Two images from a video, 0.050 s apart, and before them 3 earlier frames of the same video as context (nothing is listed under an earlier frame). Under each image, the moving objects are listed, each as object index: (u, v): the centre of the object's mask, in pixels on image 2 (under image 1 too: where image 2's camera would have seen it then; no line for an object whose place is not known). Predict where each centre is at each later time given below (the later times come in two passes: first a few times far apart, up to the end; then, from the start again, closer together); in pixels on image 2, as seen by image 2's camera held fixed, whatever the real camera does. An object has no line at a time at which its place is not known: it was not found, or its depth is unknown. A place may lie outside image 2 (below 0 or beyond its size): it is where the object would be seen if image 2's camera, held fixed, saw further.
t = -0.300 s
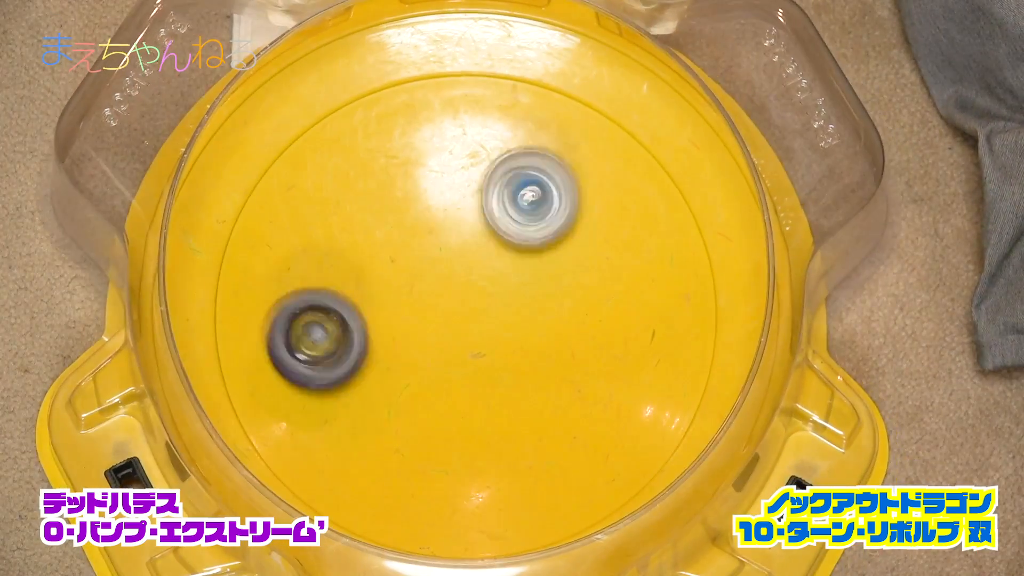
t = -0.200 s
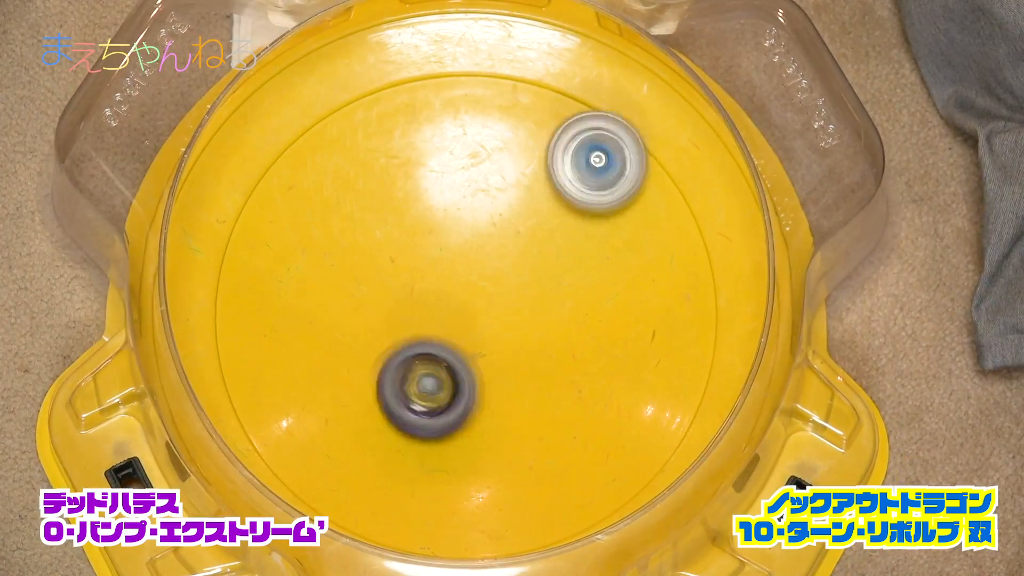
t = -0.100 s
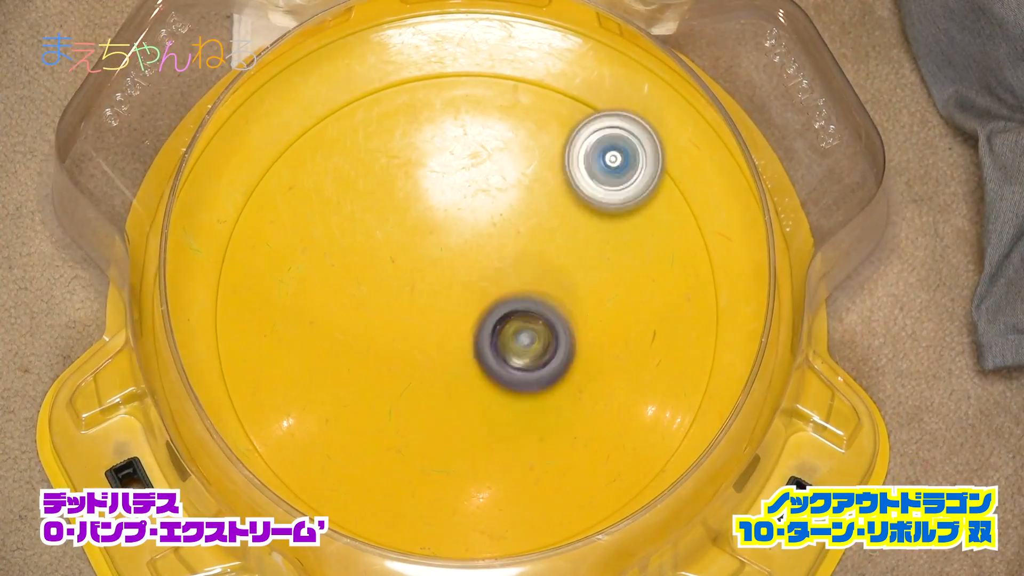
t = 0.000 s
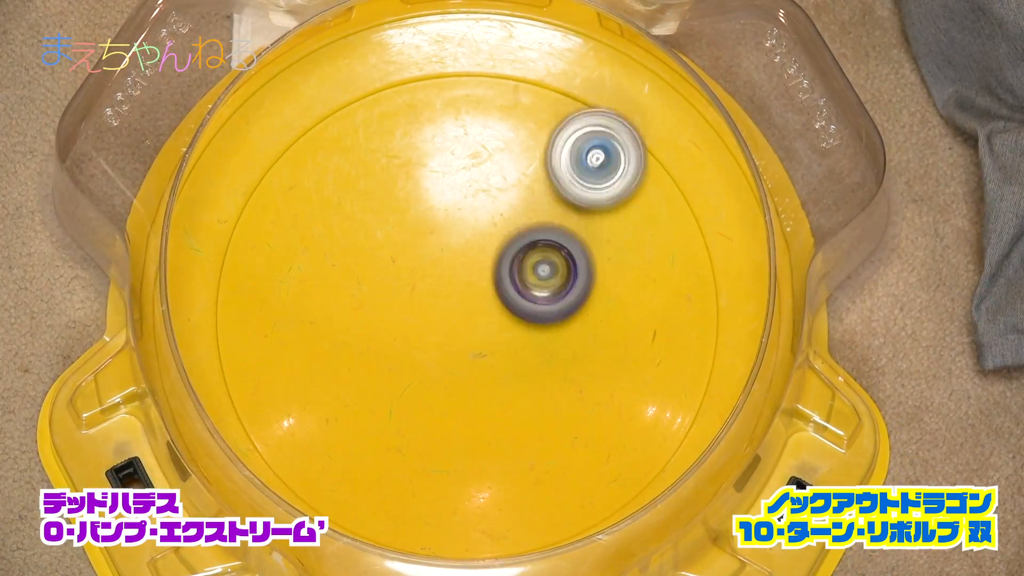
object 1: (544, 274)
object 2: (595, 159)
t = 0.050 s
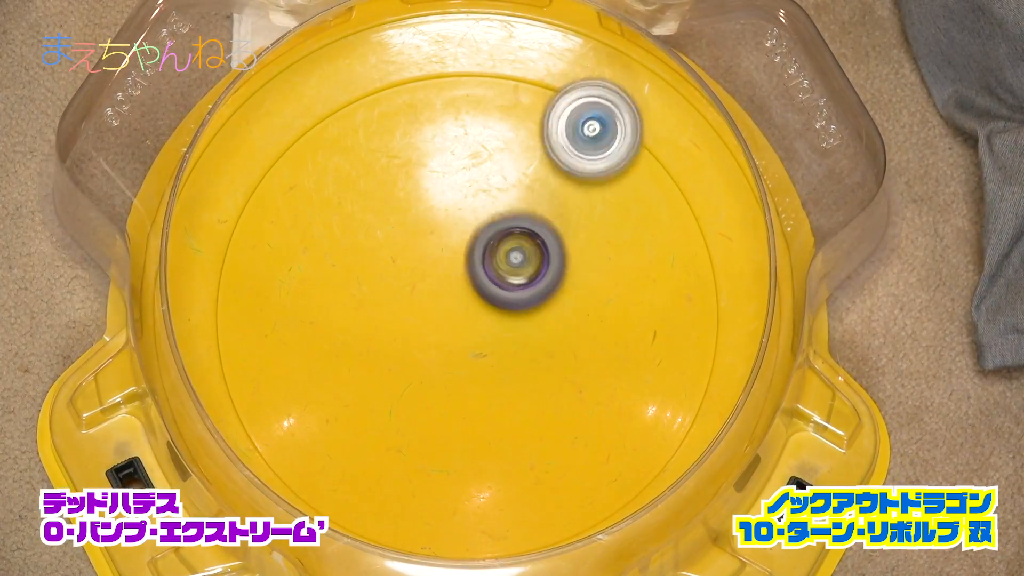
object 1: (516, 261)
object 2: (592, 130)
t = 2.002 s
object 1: (442, 462)
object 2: (601, 393)
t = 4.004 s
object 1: (572, 379)
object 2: (450, 270)
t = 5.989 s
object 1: (480, 414)
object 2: (449, 260)
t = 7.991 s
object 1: (574, 220)
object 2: (421, 394)
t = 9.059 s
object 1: (429, 335)
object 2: (553, 261)
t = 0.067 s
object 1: (506, 256)
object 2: (588, 123)
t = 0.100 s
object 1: (482, 249)
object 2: (578, 112)
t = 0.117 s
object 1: (469, 247)
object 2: (571, 108)
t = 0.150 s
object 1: (443, 251)
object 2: (556, 104)
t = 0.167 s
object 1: (432, 256)
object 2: (546, 104)
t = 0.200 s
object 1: (412, 270)
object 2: (527, 109)
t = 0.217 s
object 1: (404, 280)
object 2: (516, 113)
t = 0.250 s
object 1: (394, 305)
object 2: (493, 127)
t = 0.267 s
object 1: (392, 318)
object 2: (483, 136)
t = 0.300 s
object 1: (396, 342)
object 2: (463, 157)
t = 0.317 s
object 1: (401, 354)
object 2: (454, 168)
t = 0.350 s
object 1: (418, 375)
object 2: (438, 196)
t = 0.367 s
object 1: (430, 383)
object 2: (431, 209)
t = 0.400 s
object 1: (457, 395)
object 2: (418, 238)
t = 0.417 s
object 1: (471, 398)
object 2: (413, 252)
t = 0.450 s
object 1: (501, 398)
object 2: (403, 283)
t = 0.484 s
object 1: (529, 390)
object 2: (398, 313)
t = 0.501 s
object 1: (542, 382)
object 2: (397, 327)
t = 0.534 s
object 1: (562, 362)
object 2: (398, 356)
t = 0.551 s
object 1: (570, 349)
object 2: (401, 369)
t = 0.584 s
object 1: (578, 321)
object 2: (410, 395)
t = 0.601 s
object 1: (579, 306)
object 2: (417, 407)
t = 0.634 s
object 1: (574, 277)
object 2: (436, 428)
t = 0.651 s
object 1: (568, 263)
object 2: (446, 438)
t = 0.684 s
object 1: (551, 240)
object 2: (471, 453)
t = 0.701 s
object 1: (540, 230)
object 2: (484, 460)
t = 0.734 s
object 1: (512, 215)
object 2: (512, 467)
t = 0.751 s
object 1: (496, 210)
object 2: (526, 470)
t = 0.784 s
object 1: (463, 206)
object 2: (556, 466)
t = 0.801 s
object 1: (447, 206)
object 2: (570, 465)
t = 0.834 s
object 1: (414, 214)
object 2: (598, 451)
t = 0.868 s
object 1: (387, 230)
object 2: (622, 437)
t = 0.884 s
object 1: (375, 242)
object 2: (633, 426)
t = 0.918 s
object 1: (357, 269)
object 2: (651, 405)
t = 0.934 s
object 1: (351, 285)
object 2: (657, 393)
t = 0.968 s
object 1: (346, 318)
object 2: (666, 366)
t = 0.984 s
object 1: (347, 334)
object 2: (669, 354)
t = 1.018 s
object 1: (356, 365)
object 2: (667, 325)
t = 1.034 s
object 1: (364, 380)
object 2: (665, 311)
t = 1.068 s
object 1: (387, 406)
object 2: (656, 283)
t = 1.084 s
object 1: (401, 416)
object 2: (650, 270)
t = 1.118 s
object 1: (435, 431)
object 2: (634, 244)
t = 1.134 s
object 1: (453, 436)
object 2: (624, 234)
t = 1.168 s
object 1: (491, 438)
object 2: (602, 216)
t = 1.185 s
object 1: (509, 435)
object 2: (590, 209)
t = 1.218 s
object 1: (543, 423)
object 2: (564, 199)
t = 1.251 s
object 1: (573, 402)
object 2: (538, 194)
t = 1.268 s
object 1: (586, 388)
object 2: (525, 193)
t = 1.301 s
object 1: (606, 357)
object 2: (497, 196)
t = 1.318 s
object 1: (611, 340)
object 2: (483, 200)
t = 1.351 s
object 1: (616, 305)
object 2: (456, 211)
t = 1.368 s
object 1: (614, 287)
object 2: (444, 217)
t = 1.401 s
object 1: (606, 254)
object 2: (419, 234)
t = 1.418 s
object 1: (600, 238)
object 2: (408, 244)
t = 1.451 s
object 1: (579, 210)
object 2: (390, 264)
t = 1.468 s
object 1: (566, 199)
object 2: (383, 276)
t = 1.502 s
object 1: (535, 182)
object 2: (373, 297)
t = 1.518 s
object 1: (519, 176)
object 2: (369, 309)
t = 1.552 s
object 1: (484, 169)
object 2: (367, 332)
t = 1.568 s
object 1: (464, 168)
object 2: (368, 345)
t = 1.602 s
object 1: (426, 172)
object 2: (373, 368)
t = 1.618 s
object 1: (409, 178)
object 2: (377, 380)
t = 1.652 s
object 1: (376, 196)
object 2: (386, 401)
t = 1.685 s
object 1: (351, 221)
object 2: (398, 420)
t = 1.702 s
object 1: (341, 235)
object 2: (406, 427)
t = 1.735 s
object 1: (325, 267)
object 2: (423, 440)
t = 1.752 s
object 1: (320, 284)
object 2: (433, 447)
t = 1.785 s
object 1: (316, 320)
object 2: (451, 457)
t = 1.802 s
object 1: (318, 338)
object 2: (461, 458)
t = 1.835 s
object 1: (329, 372)
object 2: (482, 461)
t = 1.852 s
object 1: (337, 386)
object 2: (493, 460)
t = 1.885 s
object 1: (362, 412)
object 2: (513, 454)
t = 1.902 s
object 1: (377, 423)
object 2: (522, 449)
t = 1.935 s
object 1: (411, 443)
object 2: (537, 436)
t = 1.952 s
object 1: (430, 448)
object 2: (544, 428)
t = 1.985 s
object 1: (444, 457)
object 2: (576, 407)
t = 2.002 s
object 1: (442, 462)
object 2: (601, 393)
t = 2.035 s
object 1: (446, 468)
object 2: (644, 363)
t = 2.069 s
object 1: (457, 470)
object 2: (677, 333)
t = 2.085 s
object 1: (466, 470)
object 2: (690, 317)
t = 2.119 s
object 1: (485, 463)
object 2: (710, 288)
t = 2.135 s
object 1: (494, 456)
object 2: (711, 271)
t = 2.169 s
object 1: (509, 437)
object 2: (713, 243)
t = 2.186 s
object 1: (513, 425)
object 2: (710, 231)
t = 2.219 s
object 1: (514, 400)
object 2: (695, 209)
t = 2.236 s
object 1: (512, 387)
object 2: (684, 200)
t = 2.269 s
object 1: (502, 362)
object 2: (654, 185)
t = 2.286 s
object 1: (495, 351)
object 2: (637, 179)
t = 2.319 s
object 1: (475, 329)
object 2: (601, 172)
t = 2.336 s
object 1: (463, 320)
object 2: (583, 170)
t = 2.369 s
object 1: (440, 305)
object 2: (545, 171)
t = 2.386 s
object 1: (425, 299)
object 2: (526, 173)
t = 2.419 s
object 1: (397, 292)
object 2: (490, 180)
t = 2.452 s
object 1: (368, 289)
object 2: (457, 191)
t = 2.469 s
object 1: (355, 291)
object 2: (441, 198)
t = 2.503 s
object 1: (334, 297)
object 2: (412, 213)
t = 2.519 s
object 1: (322, 302)
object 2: (400, 220)
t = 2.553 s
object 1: (306, 315)
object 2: (379, 237)
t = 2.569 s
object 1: (299, 324)
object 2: (371, 246)
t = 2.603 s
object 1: (289, 346)
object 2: (363, 262)
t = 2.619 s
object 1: (287, 359)
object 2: (361, 270)
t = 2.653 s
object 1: (290, 384)
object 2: (361, 285)
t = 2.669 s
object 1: (296, 395)
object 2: (363, 291)
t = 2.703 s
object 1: (313, 413)
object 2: (370, 304)
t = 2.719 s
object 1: (325, 421)
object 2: (375, 311)
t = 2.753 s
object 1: (353, 429)
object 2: (386, 322)
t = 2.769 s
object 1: (369, 430)
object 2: (392, 328)
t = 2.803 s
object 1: (393, 442)
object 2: (409, 326)
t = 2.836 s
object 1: (420, 458)
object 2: (430, 313)
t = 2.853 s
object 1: (434, 462)
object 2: (441, 306)
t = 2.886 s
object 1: (465, 460)
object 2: (461, 294)
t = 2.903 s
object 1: (478, 457)
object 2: (470, 289)
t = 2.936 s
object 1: (506, 442)
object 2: (488, 281)
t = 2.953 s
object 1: (518, 433)
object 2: (497, 278)
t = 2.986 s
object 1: (537, 409)
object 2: (512, 274)
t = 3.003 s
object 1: (545, 397)
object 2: (519, 274)
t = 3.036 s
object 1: (555, 372)
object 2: (529, 272)
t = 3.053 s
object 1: (561, 378)
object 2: (529, 255)
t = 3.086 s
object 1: (570, 382)
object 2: (528, 221)
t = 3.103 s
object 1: (576, 381)
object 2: (527, 205)
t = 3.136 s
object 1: (586, 374)
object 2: (523, 179)
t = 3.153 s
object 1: (589, 368)
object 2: (519, 169)
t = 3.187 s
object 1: (594, 354)
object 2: (510, 151)
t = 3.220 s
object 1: (592, 338)
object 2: (498, 139)
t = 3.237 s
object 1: (587, 330)
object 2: (491, 136)
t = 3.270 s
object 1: (576, 315)
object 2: (478, 133)
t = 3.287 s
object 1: (566, 310)
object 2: (472, 135)
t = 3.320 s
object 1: (547, 301)
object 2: (460, 140)
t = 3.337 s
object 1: (538, 298)
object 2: (454, 144)
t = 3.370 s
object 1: (515, 297)
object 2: (444, 155)
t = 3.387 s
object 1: (503, 297)
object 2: (438, 162)
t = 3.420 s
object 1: (481, 302)
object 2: (428, 178)
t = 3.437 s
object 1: (470, 306)
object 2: (425, 187)
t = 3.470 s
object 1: (450, 316)
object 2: (418, 207)
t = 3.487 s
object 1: (442, 324)
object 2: (415, 217)
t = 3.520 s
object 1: (427, 342)
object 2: (411, 232)
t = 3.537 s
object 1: (423, 353)
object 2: (410, 238)
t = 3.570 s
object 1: (416, 376)
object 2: (408, 250)
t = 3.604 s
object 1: (415, 396)
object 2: (408, 261)
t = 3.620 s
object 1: (415, 405)
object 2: (410, 267)
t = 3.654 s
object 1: (422, 423)
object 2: (413, 278)
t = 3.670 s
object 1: (426, 431)
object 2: (414, 284)
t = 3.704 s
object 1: (437, 445)
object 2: (419, 294)
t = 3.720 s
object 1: (445, 451)
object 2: (421, 298)
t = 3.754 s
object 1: (463, 457)
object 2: (426, 307)
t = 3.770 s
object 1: (471, 459)
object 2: (428, 311)
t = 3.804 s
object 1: (491, 456)
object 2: (433, 316)
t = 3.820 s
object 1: (502, 453)
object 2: (435, 318)
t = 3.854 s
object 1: (519, 441)
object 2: (441, 321)
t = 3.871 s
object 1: (527, 433)
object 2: (444, 321)
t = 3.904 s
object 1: (538, 414)
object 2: (452, 319)
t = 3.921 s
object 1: (542, 402)
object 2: (456, 318)
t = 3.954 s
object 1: (546, 381)
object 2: (464, 313)
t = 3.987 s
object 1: (565, 381)
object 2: (454, 284)
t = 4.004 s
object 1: (572, 379)
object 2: (450, 270)
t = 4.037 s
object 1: (583, 369)
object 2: (444, 245)
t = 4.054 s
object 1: (587, 362)
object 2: (441, 234)
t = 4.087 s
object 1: (593, 346)
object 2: (437, 216)
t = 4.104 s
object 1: (594, 336)
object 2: (436, 208)
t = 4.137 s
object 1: (589, 318)
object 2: (435, 195)
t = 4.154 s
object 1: (587, 309)
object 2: (435, 191)
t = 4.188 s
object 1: (573, 291)
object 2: (436, 187)
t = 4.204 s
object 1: (565, 286)
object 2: (438, 188)
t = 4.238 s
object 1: (546, 276)
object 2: (441, 194)
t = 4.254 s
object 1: (533, 273)
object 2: (443, 199)
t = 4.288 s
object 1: (522, 282)
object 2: (437, 200)
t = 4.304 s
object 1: (518, 289)
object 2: (432, 200)
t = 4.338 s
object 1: (509, 307)
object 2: (422, 204)
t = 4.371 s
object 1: (503, 325)
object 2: (416, 213)
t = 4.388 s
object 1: (501, 332)
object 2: (416, 219)
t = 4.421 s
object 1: (499, 350)
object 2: (416, 235)
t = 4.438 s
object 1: (500, 357)
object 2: (417, 244)
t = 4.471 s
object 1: (501, 372)
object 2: (423, 263)
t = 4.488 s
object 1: (505, 379)
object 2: (426, 272)
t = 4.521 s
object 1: (509, 392)
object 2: (434, 289)
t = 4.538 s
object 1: (514, 398)
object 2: (438, 296)
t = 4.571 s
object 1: (522, 406)
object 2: (446, 310)
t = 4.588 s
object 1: (528, 409)
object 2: (450, 315)
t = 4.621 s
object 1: (538, 409)
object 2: (461, 324)
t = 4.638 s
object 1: (544, 409)
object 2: (467, 328)
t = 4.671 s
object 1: (562, 415)
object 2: (474, 324)
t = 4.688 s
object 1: (587, 441)
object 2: (458, 294)
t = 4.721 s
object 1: (628, 483)
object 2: (429, 236)
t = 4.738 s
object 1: (633, 485)
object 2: (414, 208)
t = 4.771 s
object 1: (643, 492)
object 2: (390, 156)
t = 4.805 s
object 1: (657, 495)
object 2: (370, 114)
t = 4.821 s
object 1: (664, 495)
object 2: (361, 95)
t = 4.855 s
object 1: (672, 496)
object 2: (348, 71)
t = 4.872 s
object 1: (671, 492)
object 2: (341, 64)
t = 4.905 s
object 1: (669, 486)
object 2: (334, 67)
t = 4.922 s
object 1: (667, 484)
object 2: (332, 73)
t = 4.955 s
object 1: (664, 482)
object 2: (327, 88)
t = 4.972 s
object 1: (662, 482)
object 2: (325, 97)
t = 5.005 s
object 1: (651, 482)
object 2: (322, 120)
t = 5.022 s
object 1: (646, 480)
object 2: (322, 133)
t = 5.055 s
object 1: (634, 476)
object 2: (322, 161)
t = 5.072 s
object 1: (627, 469)
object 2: (324, 176)
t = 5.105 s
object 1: (616, 463)
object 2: (332, 208)
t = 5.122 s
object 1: (609, 457)
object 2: (337, 223)
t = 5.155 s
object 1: (591, 442)
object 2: (349, 253)
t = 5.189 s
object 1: (573, 427)
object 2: (362, 282)
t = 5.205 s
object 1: (564, 420)
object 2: (370, 297)
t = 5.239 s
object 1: (544, 408)
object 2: (385, 322)
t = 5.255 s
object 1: (532, 403)
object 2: (393, 333)
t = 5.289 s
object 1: (509, 394)
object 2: (409, 355)
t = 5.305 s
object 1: (523, 406)
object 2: (395, 348)
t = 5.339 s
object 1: (573, 444)
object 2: (361, 317)
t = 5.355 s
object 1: (592, 458)
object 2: (344, 303)
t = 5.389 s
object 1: (625, 463)
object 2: (317, 274)
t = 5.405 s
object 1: (639, 465)
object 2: (306, 262)
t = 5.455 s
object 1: (650, 447)
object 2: (286, 229)
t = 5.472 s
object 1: (654, 439)
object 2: (283, 220)
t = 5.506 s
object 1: (663, 421)
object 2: (284, 207)
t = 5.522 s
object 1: (665, 413)
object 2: (286, 203)
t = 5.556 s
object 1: (668, 398)
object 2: (296, 198)
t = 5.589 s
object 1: (666, 388)
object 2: (311, 200)
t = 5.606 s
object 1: (663, 384)
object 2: (320, 202)
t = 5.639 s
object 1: (651, 379)
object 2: (338, 210)
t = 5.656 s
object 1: (644, 376)
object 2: (349, 215)
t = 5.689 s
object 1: (626, 372)
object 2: (369, 227)
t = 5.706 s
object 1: (616, 372)
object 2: (378, 234)
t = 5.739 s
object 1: (598, 371)
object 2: (399, 248)
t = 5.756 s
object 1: (589, 370)
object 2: (409, 255)
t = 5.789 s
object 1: (569, 368)
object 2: (427, 269)
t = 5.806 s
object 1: (560, 367)
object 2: (435, 277)
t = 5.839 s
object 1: (538, 367)
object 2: (451, 291)
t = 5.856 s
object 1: (528, 368)
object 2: (456, 295)
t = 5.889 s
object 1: (518, 385)
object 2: (453, 288)
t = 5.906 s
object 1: (512, 392)
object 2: (452, 283)
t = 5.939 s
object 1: (500, 401)
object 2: (450, 274)
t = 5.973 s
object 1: (487, 410)
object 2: (449, 264)
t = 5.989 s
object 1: (480, 414)
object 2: (449, 260)
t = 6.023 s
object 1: (466, 422)
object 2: (452, 251)
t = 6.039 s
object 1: (461, 426)
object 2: (454, 247)
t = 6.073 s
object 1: (451, 431)
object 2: (459, 240)
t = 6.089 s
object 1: (444, 433)
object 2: (460, 237)
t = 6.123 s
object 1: (433, 436)
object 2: (463, 232)
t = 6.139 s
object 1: (427, 438)
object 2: (464, 230)
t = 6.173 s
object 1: (417, 440)
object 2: (466, 230)
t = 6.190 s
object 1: (413, 441)
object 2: (466, 230)
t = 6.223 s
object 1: (406, 438)
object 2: (467, 233)
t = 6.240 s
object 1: (402, 436)
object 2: (467, 235)
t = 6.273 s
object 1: (394, 433)
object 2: (467, 240)
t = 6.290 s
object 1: (392, 430)
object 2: (467, 243)
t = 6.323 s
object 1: (389, 423)
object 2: (466, 250)
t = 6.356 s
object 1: (384, 413)
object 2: (465, 256)
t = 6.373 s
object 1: (381, 408)
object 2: (465, 260)
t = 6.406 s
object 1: (379, 398)
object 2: (464, 265)
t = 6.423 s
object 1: (379, 392)
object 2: (463, 269)
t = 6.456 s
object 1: (376, 378)
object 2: (462, 273)
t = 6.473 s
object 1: (374, 371)
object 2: (462, 276)
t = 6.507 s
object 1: (373, 358)
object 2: (462, 279)
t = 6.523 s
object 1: (372, 350)
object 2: (461, 280)
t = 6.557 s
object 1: (371, 335)
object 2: (463, 281)
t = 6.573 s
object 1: (370, 328)
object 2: (463, 281)
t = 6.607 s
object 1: (347, 320)
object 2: (486, 274)
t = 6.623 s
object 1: (339, 317)
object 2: (496, 271)
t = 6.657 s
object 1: (324, 310)
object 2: (517, 266)
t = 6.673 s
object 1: (317, 308)
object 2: (525, 265)
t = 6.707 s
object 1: (309, 305)
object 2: (538, 264)
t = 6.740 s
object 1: (300, 300)
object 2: (546, 264)
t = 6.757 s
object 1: (295, 299)
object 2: (548, 265)
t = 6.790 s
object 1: (291, 297)
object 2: (552, 268)
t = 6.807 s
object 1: (289, 294)
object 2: (552, 270)
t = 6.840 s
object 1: (287, 293)
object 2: (552, 274)
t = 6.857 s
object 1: (290, 293)
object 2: (551, 276)
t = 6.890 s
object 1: (296, 290)
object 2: (549, 281)
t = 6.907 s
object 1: (300, 291)
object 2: (547, 284)
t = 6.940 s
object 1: (310, 291)
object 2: (542, 288)
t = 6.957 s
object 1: (318, 291)
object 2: (540, 291)
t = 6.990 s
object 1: (331, 288)
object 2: (534, 295)
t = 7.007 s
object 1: (338, 289)
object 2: (531, 297)
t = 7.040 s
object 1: (355, 285)
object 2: (525, 301)
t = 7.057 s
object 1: (362, 283)
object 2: (521, 302)
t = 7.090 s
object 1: (379, 282)
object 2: (516, 305)
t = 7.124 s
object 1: (396, 278)
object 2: (510, 308)
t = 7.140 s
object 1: (403, 277)
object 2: (507, 309)
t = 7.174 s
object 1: (406, 264)
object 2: (526, 327)
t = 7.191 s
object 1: (409, 255)
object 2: (536, 335)
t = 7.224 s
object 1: (416, 247)
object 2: (554, 351)
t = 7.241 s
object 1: (420, 242)
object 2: (560, 358)
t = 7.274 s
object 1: (432, 238)
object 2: (569, 367)
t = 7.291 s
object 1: (438, 234)
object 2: (572, 371)
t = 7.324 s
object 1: (450, 232)
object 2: (573, 374)
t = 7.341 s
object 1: (456, 229)
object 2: (573, 376)
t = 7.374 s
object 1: (467, 227)
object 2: (570, 375)
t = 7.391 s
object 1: (474, 225)
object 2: (569, 374)
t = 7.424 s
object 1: (486, 225)
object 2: (563, 370)
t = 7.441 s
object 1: (493, 225)
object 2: (560, 367)
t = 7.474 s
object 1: (504, 225)
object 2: (554, 361)
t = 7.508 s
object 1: (517, 228)
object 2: (546, 355)
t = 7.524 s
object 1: (521, 229)
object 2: (542, 351)
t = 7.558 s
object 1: (532, 234)
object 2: (536, 343)
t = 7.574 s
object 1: (537, 234)
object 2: (532, 340)
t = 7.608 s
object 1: (553, 219)
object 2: (517, 358)
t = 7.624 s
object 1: (561, 208)
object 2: (508, 369)
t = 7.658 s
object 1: (575, 197)
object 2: (492, 387)
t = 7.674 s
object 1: (577, 194)
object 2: (484, 395)
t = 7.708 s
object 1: (584, 187)
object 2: (470, 406)
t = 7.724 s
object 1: (585, 184)
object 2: (465, 409)
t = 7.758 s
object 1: (591, 178)
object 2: (456, 413)
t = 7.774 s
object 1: (592, 178)
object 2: (453, 414)
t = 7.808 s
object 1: (595, 175)
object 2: (446, 415)
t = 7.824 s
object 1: (596, 178)
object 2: (442, 414)
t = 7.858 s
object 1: (594, 179)
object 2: (437, 411)
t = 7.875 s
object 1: (594, 183)
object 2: (435, 409)
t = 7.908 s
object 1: (589, 191)
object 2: (431, 406)
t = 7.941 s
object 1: (583, 202)
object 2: (426, 401)
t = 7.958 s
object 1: (581, 207)
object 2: (425, 400)
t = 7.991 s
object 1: (574, 220)
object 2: (421, 394)
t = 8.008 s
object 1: (570, 226)
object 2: (419, 390)
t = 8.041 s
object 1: (564, 238)
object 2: (416, 384)
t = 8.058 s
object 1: (558, 244)
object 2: (414, 381)
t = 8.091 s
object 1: (550, 255)
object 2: (410, 373)
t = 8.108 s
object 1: (544, 263)
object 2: (408, 370)
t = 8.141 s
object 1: (535, 272)
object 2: (405, 361)
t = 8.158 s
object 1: (531, 279)
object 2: (403, 356)
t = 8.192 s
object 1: (518, 289)
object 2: (401, 347)
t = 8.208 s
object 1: (515, 292)
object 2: (399, 342)
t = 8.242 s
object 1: (502, 302)
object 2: (397, 332)
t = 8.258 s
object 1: (500, 304)
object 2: (392, 328)
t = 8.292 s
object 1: (519, 311)
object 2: (367, 315)
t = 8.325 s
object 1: (528, 317)
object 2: (348, 303)
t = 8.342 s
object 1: (529, 320)
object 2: (342, 298)
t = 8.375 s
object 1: (528, 327)
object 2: (333, 289)
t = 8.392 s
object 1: (527, 332)
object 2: (331, 285)
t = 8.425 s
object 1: (524, 338)
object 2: (330, 279)
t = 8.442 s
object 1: (523, 340)
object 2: (332, 276)
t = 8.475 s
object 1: (518, 345)
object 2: (336, 271)
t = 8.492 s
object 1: (516, 348)
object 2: (338, 269)
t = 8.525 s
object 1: (512, 352)
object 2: (345, 265)
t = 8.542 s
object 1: (510, 353)
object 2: (350, 265)
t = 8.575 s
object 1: (506, 355)
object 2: (358, 262)
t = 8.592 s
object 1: (502, 358)
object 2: (363, 260)
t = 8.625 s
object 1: (495, 359)
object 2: (373, 258)
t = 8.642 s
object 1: (494, 359)
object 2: (378, 257)
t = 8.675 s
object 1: (486, 360)
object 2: (389, 256)
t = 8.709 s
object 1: (481, 360)
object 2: (400, 254)
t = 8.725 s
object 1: (476, 360)
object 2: (406, 254)
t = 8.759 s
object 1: (468, 358)
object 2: (419, 254)
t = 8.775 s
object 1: (467, 358)
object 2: (426, 254)
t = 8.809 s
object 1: (460, 355)
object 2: (440, 255)
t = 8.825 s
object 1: (455, 354)
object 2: (448, 255)
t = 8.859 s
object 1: (448, 353)
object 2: (463, 254)
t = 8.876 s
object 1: (447, 353)
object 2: (470, 255)
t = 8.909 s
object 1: (444, 352)
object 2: (487, 255)
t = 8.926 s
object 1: (439, 349)
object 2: (495, 255)
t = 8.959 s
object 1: (436, 346)
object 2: (511, 256)
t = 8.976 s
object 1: (437, 345)
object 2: (518, 257)
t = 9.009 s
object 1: (432, 341)
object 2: (533, 258)
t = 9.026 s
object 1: (430, 339)
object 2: (540, 259)
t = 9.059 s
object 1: (429, 335)
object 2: (553, 261)
